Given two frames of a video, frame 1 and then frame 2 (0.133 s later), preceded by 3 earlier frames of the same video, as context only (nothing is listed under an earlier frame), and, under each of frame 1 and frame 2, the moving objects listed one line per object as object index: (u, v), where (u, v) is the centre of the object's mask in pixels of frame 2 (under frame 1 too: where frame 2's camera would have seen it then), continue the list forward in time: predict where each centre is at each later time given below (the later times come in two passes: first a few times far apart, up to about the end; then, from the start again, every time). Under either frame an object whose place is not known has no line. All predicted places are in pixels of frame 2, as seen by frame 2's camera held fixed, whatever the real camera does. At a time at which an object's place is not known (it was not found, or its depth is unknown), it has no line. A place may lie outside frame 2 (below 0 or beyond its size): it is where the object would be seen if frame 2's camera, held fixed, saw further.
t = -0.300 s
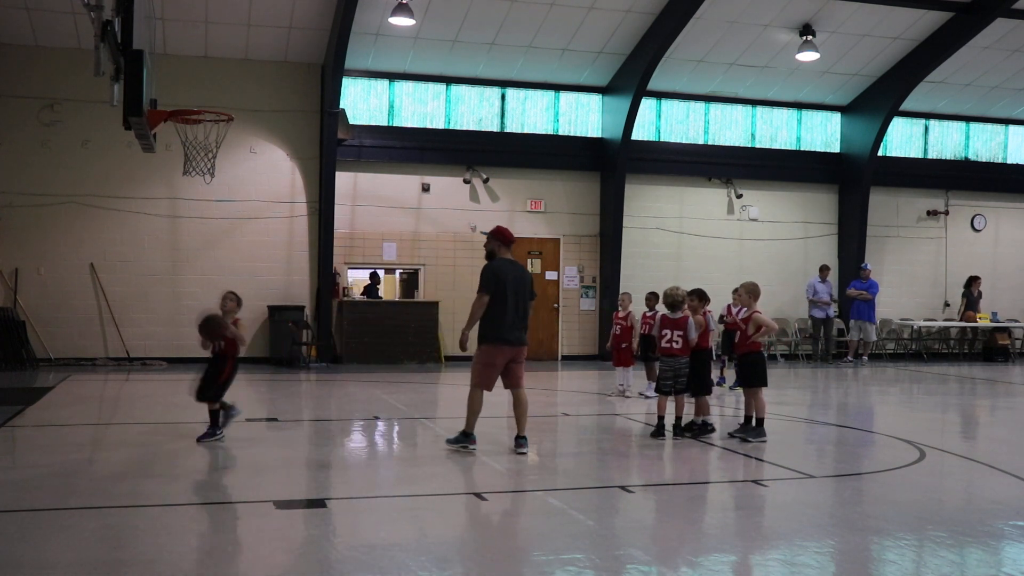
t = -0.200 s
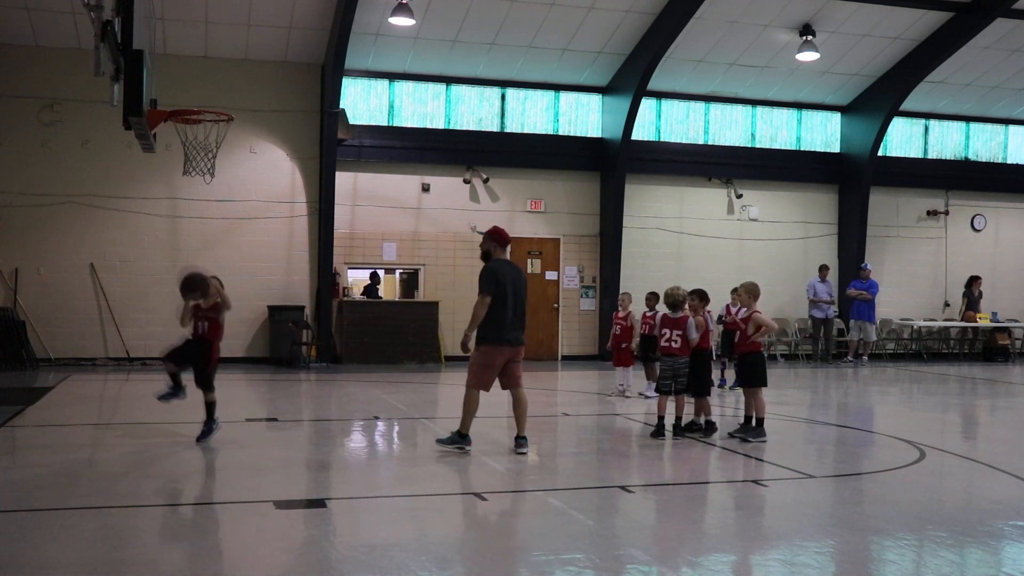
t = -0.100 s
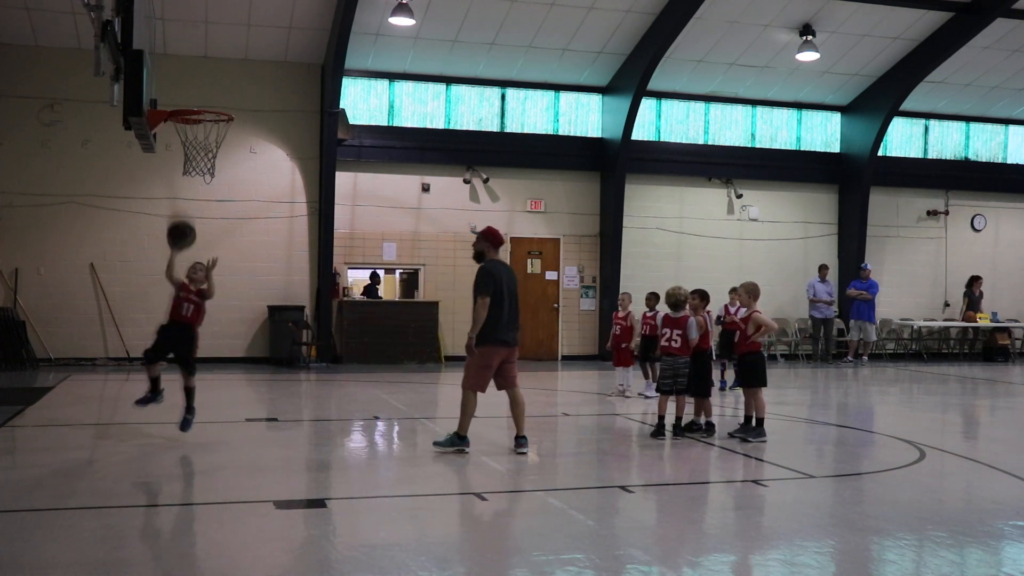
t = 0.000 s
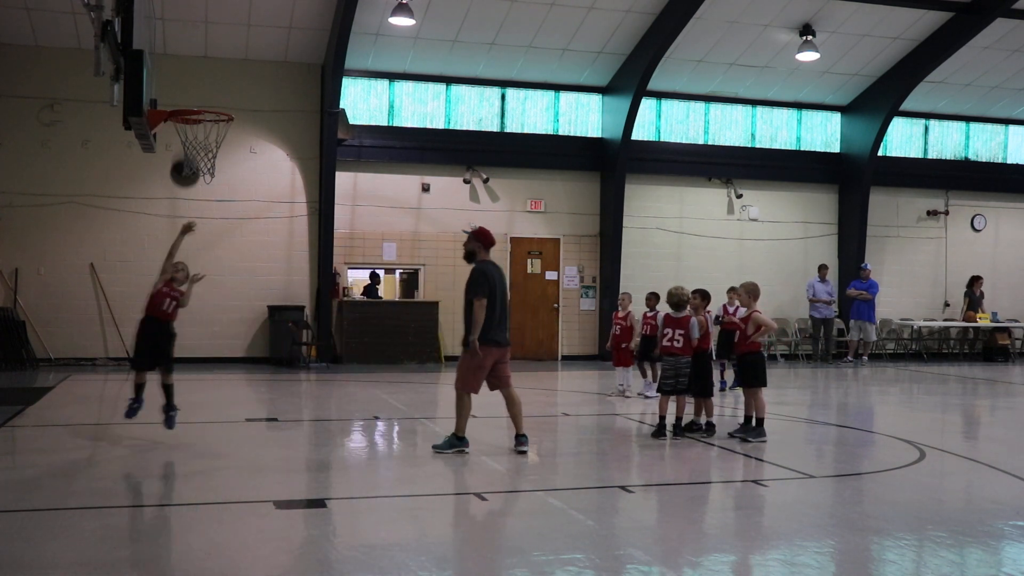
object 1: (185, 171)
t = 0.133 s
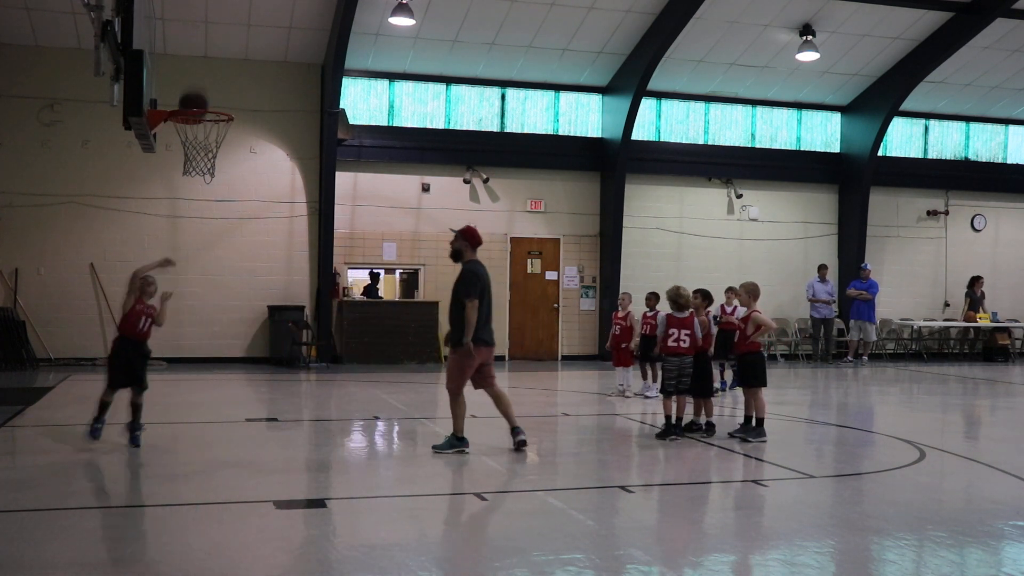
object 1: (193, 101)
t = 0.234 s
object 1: (200, 69)
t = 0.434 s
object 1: (213, 31)
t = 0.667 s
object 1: (225, 49)
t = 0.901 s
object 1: (236, 89)
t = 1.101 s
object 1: (244, 89)
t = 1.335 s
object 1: (252, 155)
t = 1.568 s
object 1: (258, 293)
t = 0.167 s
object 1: (195, 92)
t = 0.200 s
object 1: (198, 80)
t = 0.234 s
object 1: (200, 69)
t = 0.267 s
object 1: (202, 59)
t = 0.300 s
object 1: (204, 51)
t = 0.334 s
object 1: (207, 44)
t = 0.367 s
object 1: (209, 38)
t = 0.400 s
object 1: (210, 34)
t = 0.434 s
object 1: (213, 31)
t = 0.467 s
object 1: (214, 29)
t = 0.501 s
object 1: (216, 29)
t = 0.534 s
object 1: (218, 30)
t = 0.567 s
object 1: (220, 33)
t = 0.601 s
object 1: (222, 37)
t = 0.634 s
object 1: (223, 42)
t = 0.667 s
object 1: (225, 49)
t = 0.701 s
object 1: (227, 57)
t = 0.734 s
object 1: (229, 66)
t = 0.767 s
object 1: (230, 78)
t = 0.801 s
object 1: (232, 90)
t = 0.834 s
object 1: (234, 100)
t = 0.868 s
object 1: (235, 94)
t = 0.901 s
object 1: (236, 89)
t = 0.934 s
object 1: (238, 85)
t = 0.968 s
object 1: (239, 83)
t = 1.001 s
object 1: (241, 83)
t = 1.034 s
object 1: (242, 84)
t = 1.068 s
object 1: (243, 86)
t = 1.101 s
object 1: (244, 89)
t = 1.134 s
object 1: (245, 94)
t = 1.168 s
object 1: (247, 100)
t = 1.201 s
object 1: (248, 108)
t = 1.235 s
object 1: (249, 118)
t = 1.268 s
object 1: (250, 128)
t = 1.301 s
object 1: (251, 141)
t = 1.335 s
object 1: (252, 155)
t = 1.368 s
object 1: (253, 171)
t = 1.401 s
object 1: (254, 188)
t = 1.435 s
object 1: (255, 206)
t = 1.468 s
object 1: (256, 226)
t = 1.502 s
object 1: (257, 247)
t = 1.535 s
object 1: (257, 269)
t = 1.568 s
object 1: (258, 293)
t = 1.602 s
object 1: (257, 320)
